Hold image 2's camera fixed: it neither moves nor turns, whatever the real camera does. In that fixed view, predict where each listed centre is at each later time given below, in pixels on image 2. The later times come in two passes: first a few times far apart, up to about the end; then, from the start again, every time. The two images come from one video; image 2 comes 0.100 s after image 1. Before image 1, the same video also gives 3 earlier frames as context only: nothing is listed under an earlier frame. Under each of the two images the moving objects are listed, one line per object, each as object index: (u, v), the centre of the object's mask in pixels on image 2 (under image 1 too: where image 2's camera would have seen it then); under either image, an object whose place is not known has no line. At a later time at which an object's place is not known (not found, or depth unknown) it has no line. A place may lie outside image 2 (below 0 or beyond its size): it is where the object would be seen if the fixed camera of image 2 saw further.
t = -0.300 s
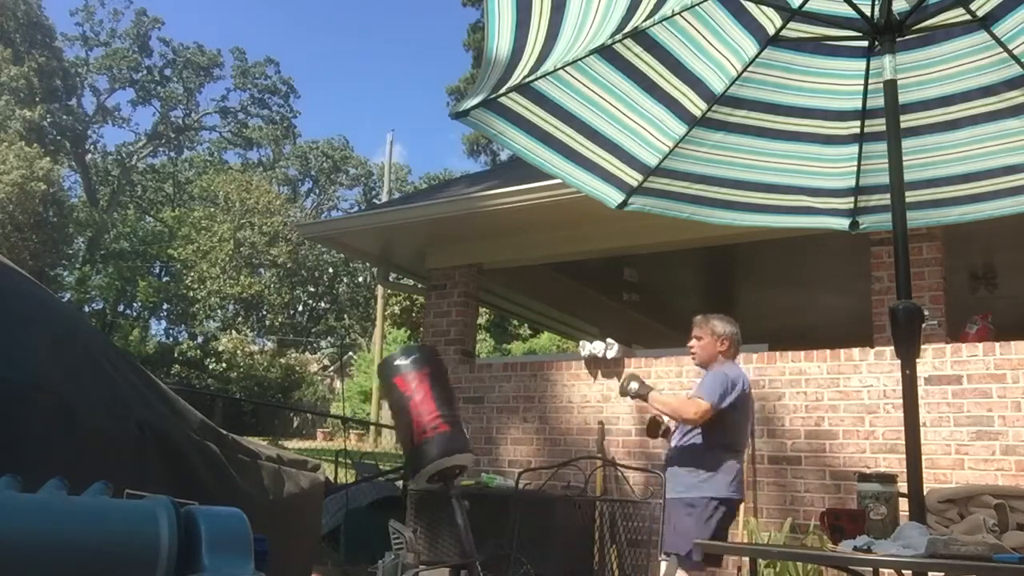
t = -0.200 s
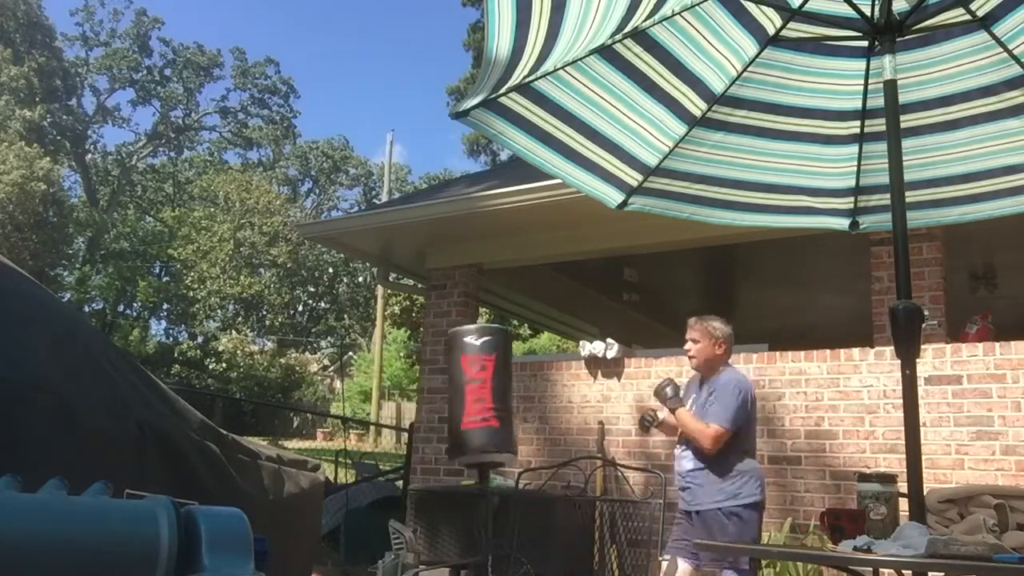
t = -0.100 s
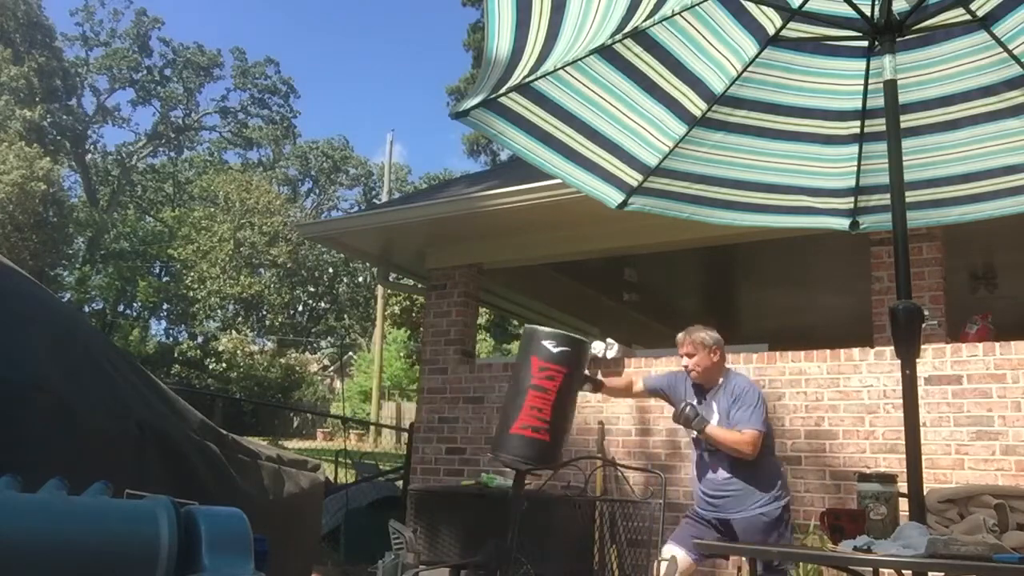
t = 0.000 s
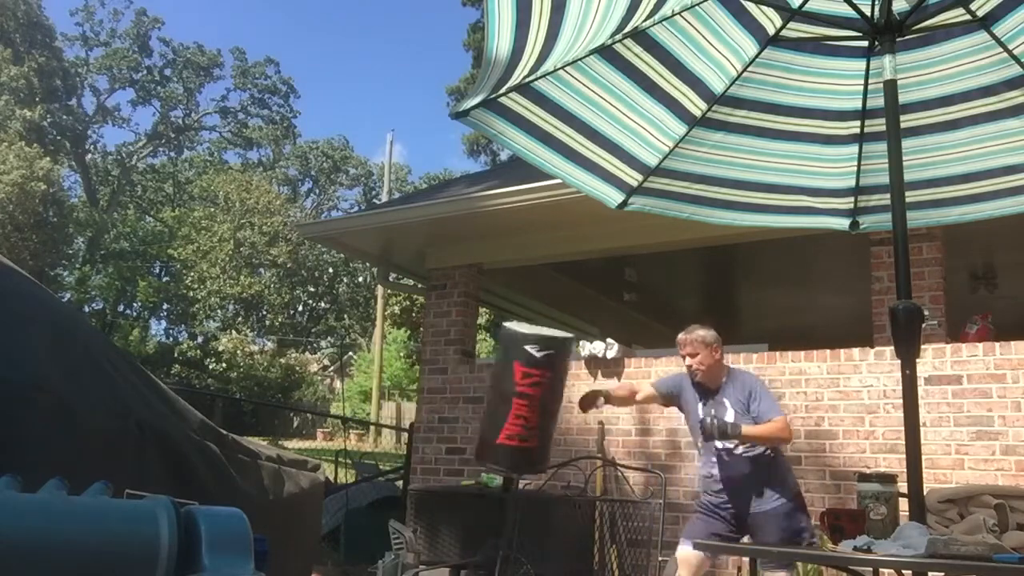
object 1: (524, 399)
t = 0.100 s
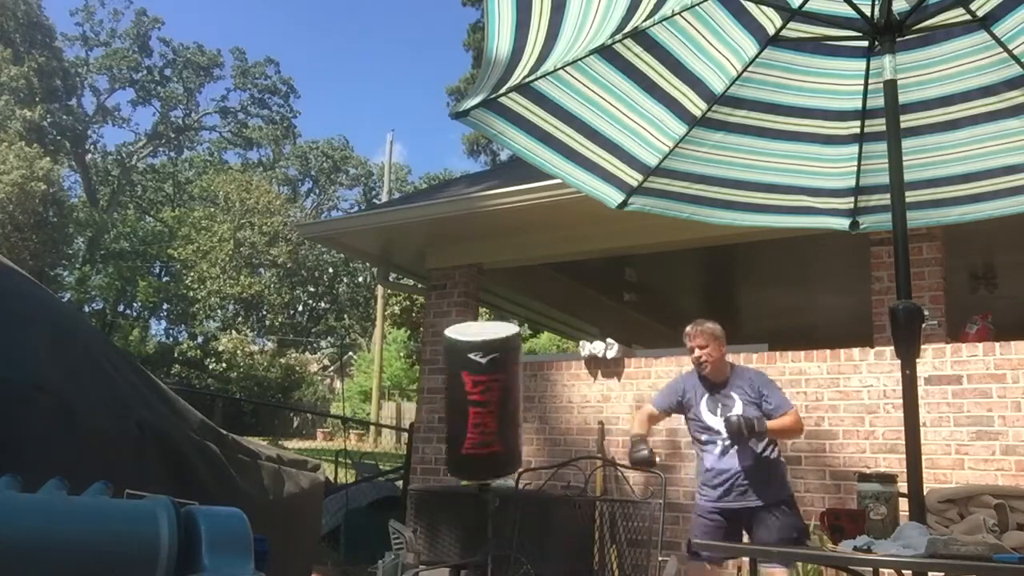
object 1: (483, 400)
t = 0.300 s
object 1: (431, 401)
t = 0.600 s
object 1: (492, 415)
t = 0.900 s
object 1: (542, 406)
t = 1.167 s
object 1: (484, 396)
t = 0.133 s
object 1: (469, 401)
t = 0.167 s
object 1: (457, 401)
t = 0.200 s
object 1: (446, 401)
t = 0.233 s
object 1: (438, 401)
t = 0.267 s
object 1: (433, 401)
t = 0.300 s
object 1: (431, 401)
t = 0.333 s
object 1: (431, 400)
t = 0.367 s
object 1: (432, 400)
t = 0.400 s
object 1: (437, 400)
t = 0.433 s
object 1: (443, 402)
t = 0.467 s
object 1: (452, 403)
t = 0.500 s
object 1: (461, 407)
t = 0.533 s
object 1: (471, 409)
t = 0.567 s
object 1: (481, 412)
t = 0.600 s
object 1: (492, 415)
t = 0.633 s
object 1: (502, 416)
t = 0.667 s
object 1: (512, 416)
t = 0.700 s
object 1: (519, 417)
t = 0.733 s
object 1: (528, 418)
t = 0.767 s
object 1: (534, 416)
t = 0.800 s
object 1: (538, 414)
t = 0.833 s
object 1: (541, 412)
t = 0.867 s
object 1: (543, 408)
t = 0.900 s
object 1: (542, 406)
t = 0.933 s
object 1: (540, 402)
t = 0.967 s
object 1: (536, 399)
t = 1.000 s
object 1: (529, 397)
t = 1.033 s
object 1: (522, 396)
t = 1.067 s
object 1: (513, 396)
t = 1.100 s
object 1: (503, 396)
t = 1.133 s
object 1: (493, 396)
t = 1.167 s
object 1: (484, 396)
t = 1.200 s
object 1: (474, 395)
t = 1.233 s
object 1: (465, 396)
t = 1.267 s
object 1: (459, 396)
